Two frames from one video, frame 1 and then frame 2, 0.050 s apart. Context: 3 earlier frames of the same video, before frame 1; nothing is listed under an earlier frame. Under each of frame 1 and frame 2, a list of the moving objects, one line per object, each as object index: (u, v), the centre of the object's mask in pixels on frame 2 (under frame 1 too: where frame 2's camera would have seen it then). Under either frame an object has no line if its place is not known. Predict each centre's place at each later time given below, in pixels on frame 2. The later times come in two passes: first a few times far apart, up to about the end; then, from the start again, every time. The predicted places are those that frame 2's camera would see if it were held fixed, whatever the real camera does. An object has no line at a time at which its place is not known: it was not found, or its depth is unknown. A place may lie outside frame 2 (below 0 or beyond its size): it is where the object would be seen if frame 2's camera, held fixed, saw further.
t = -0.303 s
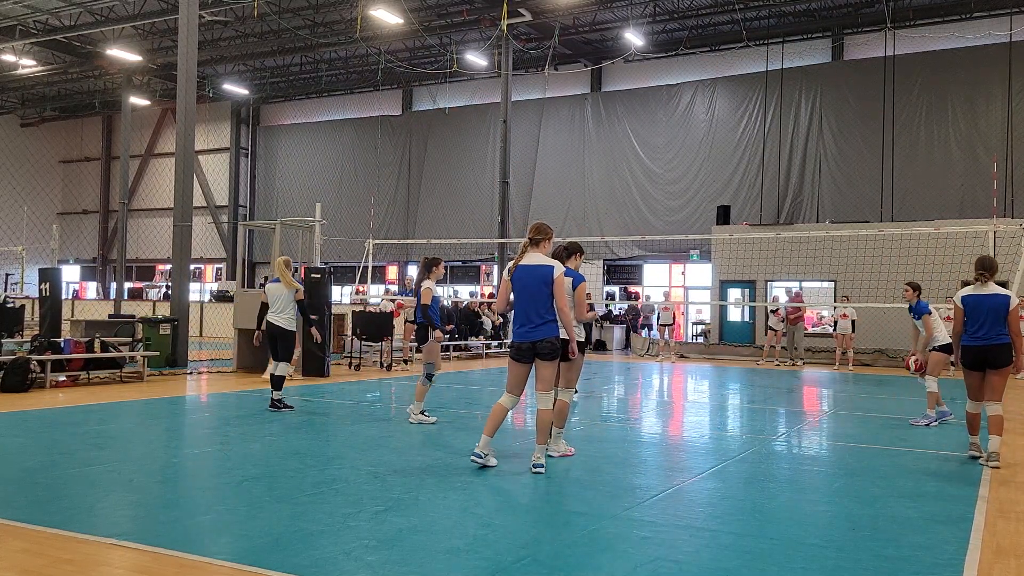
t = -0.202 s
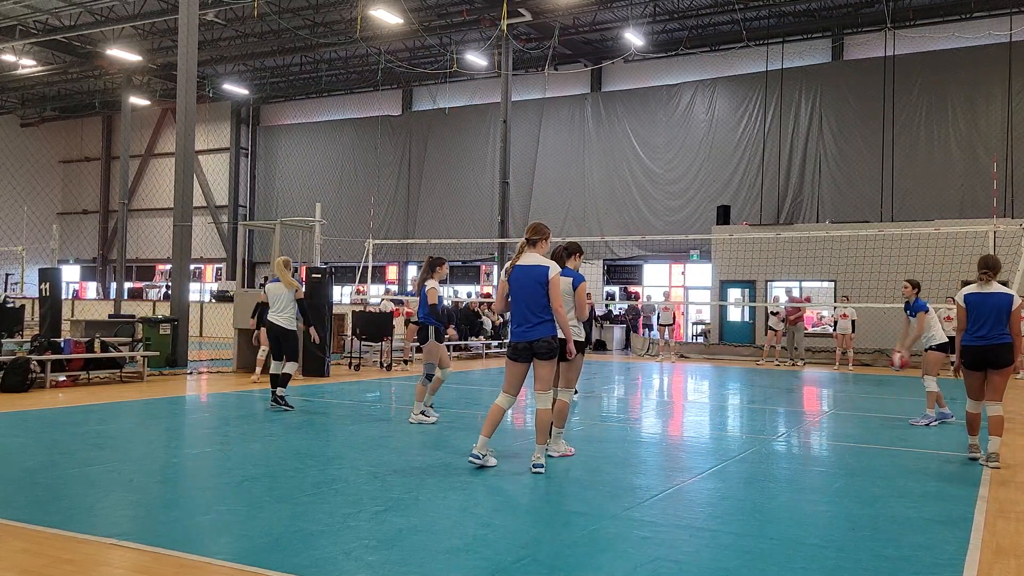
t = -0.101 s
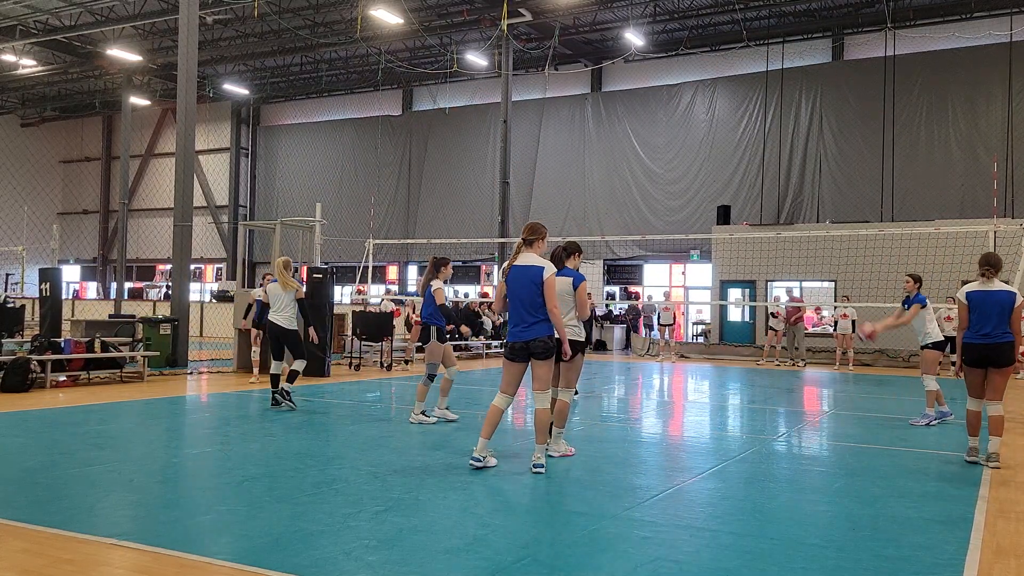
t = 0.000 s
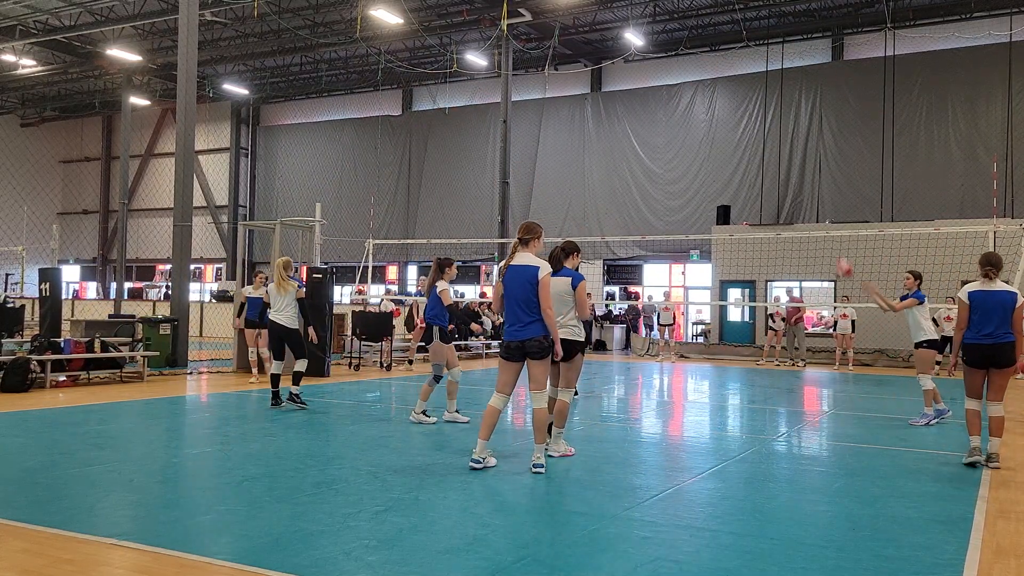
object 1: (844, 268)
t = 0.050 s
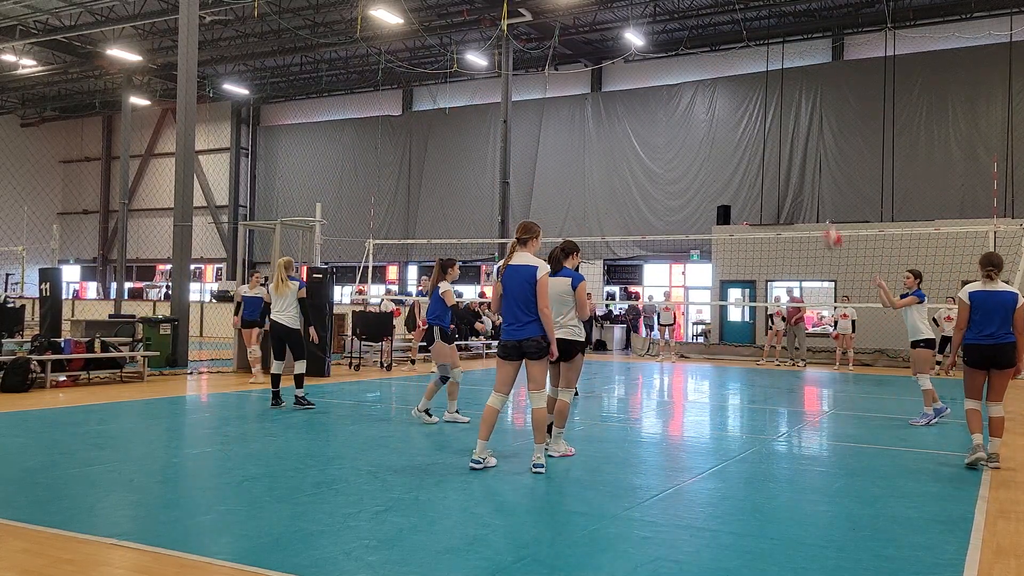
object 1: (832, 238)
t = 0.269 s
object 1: (786, 133)
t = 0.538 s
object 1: (731, 62)
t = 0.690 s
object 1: (700, 49)
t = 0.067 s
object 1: (828, 227)
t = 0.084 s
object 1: (825, 219)
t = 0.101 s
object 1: (821, 210)
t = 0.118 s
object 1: (818, 200)
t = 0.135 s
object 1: (814, 192)
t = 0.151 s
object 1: (811, 184)
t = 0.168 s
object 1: (807, 176)
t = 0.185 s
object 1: (804, 168)
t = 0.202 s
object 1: (799, 159)
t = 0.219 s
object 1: (796, 152)
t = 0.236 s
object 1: (793, 147)
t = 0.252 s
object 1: (789, 139)
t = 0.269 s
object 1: (786, 133)
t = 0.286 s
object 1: (782, 127)
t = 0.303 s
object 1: (778, 121)
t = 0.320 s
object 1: (775, 115)
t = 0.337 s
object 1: (772, 109)
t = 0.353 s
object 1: (769, 104)
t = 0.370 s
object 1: (765, 99)
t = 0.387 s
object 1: (761, 95)
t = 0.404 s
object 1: (758, 90)
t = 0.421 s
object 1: (755, 86)
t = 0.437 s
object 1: (752, 82)
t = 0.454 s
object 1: (749, 79)
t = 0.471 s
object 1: (745, 75)
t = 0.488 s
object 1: (741, 71)
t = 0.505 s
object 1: (737, 68)
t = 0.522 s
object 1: (734, 65)
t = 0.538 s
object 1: (731, 62)
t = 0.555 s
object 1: (727, 59)
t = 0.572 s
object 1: (724, 57)
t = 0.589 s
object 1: (721, 55)
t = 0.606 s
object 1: (717, 54)
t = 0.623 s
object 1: (714, 52)
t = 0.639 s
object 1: (710, 51)
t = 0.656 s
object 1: (707, 50)
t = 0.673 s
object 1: (703, 50)
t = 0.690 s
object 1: (700, 49)
